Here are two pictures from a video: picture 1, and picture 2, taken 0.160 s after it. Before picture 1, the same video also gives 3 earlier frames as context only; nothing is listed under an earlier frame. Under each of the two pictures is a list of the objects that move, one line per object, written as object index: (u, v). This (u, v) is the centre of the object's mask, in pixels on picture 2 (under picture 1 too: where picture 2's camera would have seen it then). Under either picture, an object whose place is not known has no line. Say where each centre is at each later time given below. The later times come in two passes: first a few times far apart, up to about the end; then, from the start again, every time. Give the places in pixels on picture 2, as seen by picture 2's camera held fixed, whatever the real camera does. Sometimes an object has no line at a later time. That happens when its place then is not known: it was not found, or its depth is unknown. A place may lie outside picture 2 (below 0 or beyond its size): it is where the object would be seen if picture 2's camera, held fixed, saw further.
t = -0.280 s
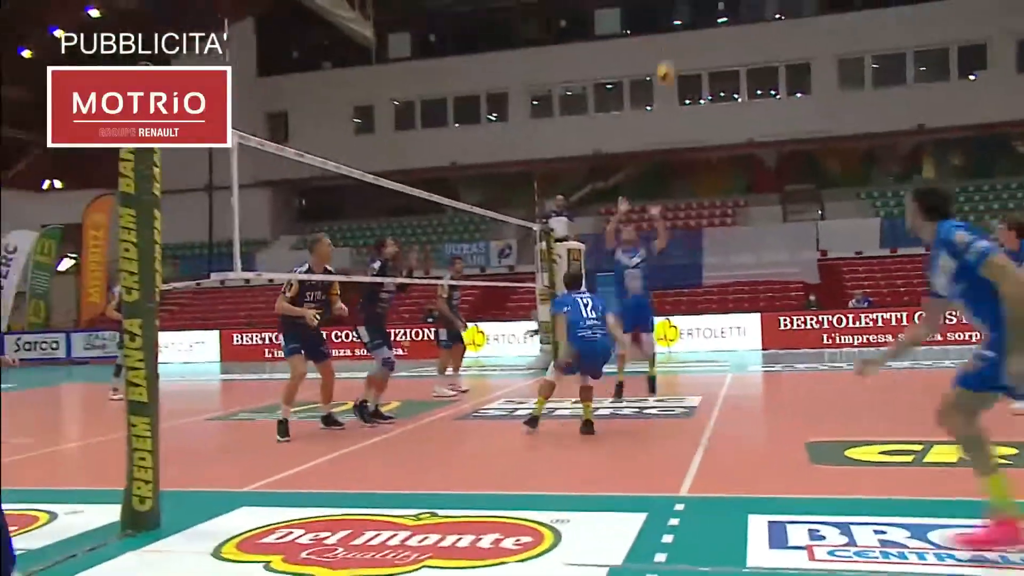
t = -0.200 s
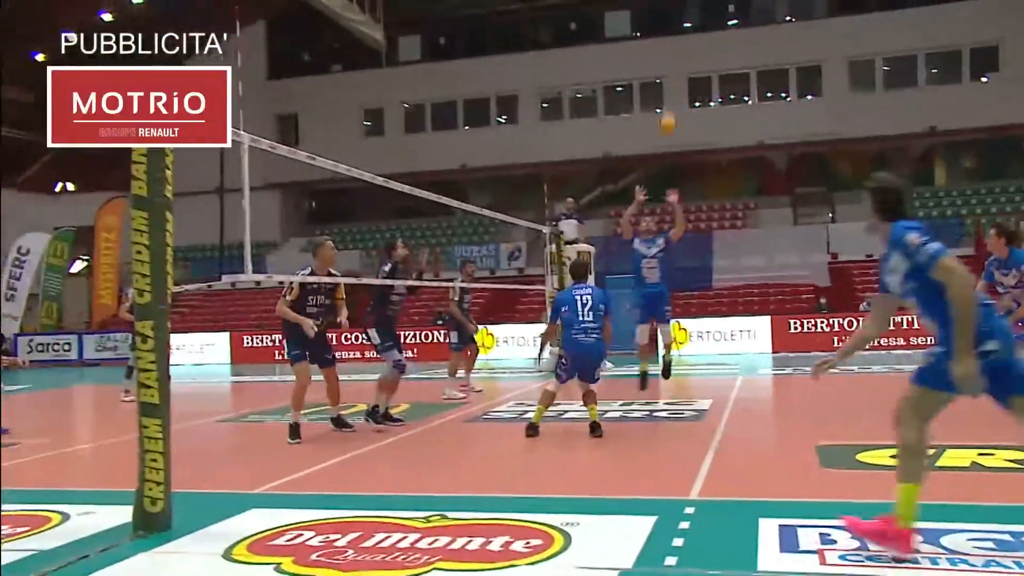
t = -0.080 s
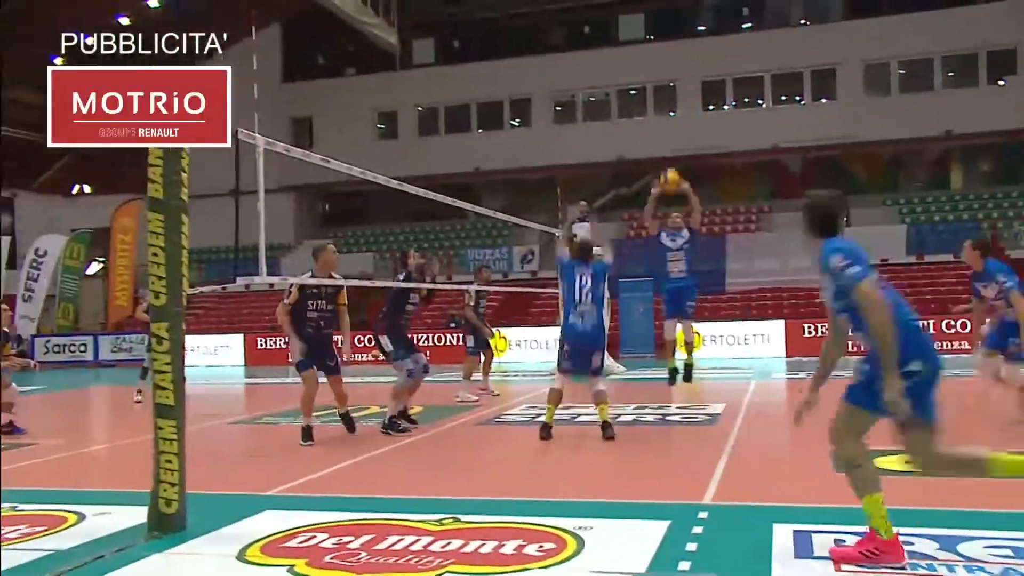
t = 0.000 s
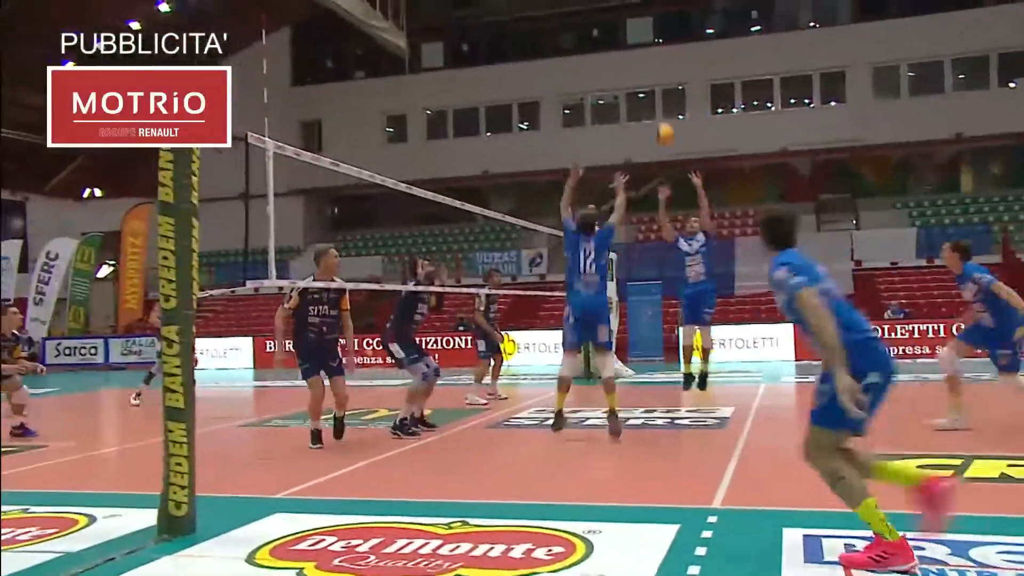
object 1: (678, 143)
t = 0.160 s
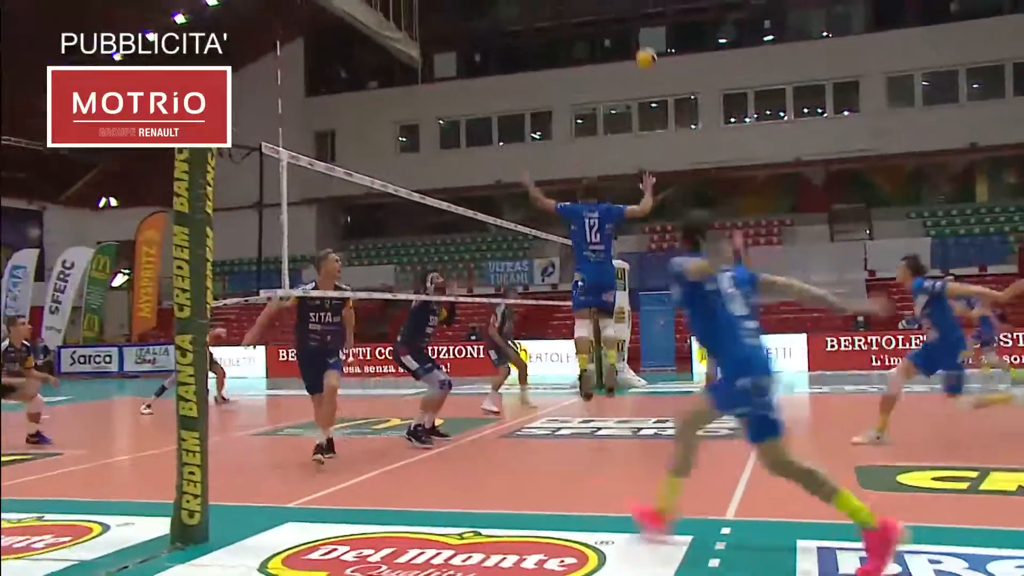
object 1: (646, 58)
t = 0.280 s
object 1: (623, 10)
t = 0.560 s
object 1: (566, -58)
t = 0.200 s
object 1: (638, 41)
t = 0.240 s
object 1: (631, 25)
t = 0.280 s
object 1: (623, 10)
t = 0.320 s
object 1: (616, -4)
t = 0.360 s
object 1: (607, -16)
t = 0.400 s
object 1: (600, -27)
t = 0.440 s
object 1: (592, -37)
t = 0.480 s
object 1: (583, -45)
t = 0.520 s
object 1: (574, -52)
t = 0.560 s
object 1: (566, -58)
